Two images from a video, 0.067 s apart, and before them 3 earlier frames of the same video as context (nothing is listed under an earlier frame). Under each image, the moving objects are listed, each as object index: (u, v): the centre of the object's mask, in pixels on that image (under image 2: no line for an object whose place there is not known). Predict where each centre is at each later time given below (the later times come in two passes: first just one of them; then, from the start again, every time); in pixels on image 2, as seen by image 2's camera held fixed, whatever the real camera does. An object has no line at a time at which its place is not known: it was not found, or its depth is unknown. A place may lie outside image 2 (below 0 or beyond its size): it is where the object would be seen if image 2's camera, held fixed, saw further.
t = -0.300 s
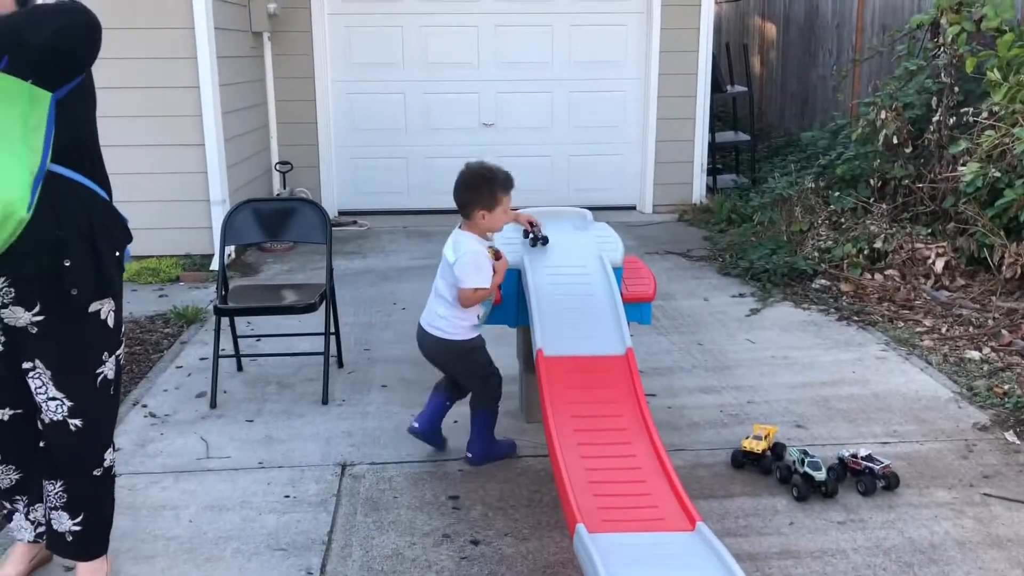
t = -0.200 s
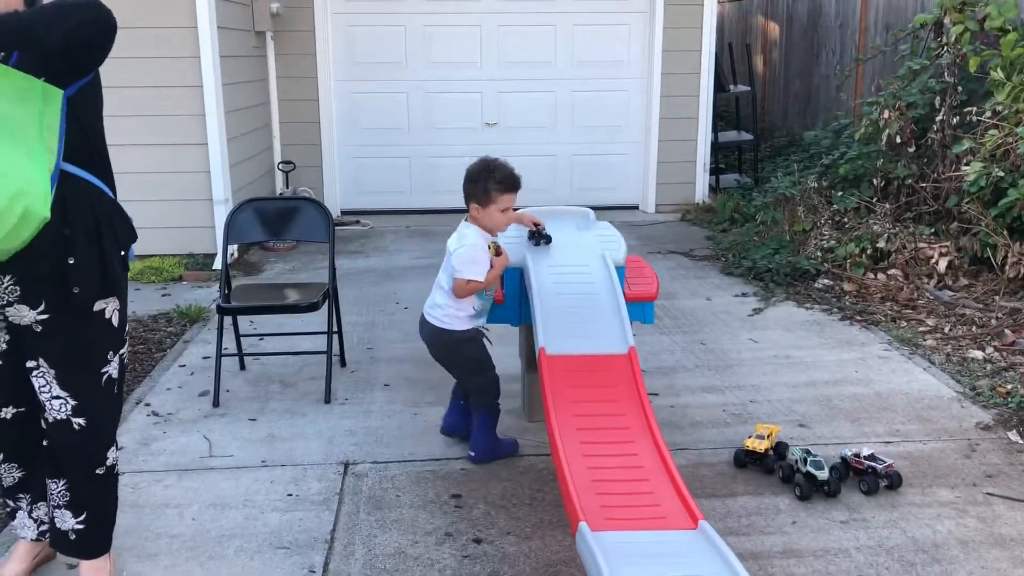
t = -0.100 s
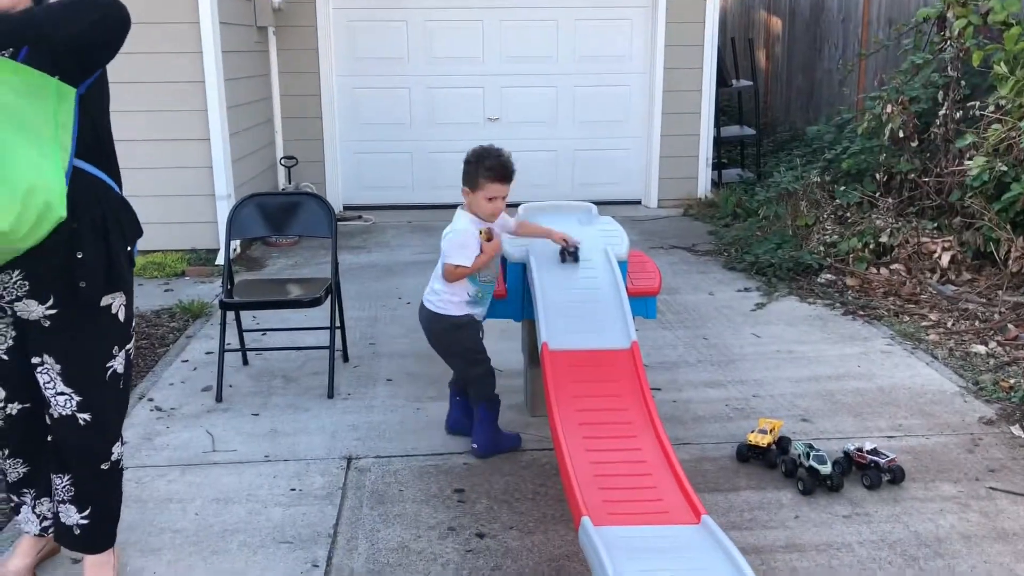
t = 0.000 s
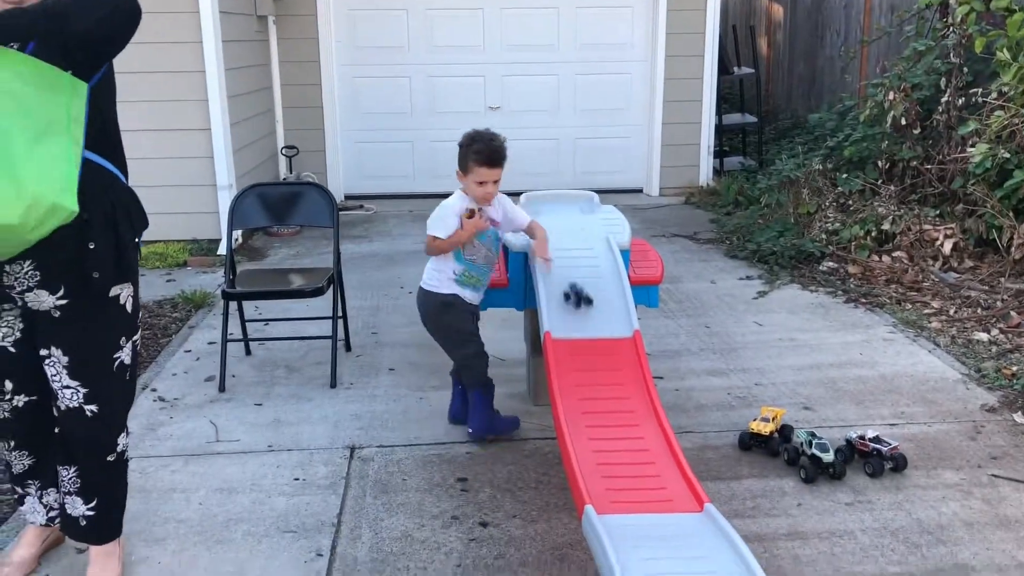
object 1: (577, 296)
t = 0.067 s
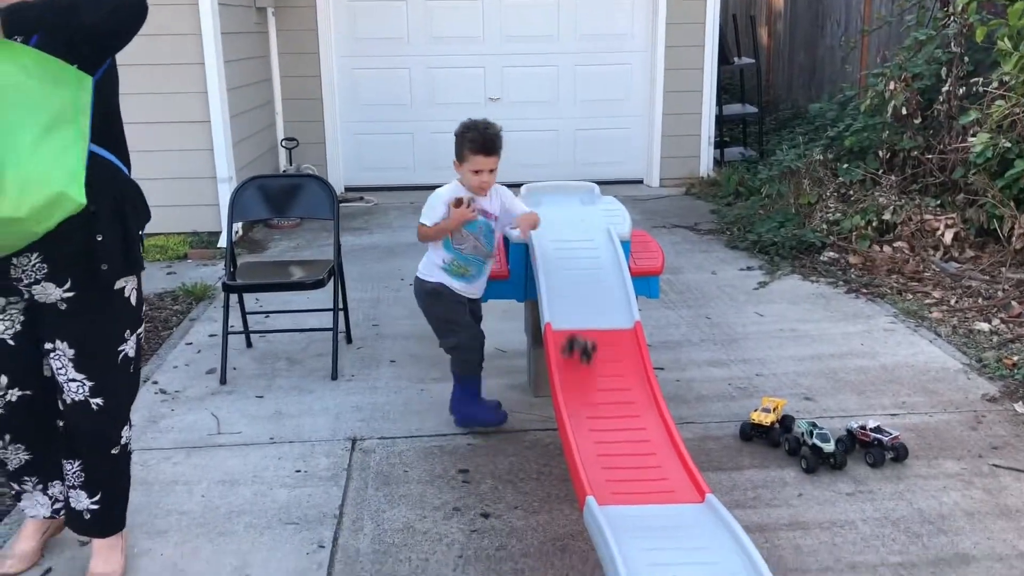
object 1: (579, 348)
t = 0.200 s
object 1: (599, 451)
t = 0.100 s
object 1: (581, 380)
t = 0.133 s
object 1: (584, 406)
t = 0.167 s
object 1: (590, 430)
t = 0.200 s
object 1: (599, 451)
